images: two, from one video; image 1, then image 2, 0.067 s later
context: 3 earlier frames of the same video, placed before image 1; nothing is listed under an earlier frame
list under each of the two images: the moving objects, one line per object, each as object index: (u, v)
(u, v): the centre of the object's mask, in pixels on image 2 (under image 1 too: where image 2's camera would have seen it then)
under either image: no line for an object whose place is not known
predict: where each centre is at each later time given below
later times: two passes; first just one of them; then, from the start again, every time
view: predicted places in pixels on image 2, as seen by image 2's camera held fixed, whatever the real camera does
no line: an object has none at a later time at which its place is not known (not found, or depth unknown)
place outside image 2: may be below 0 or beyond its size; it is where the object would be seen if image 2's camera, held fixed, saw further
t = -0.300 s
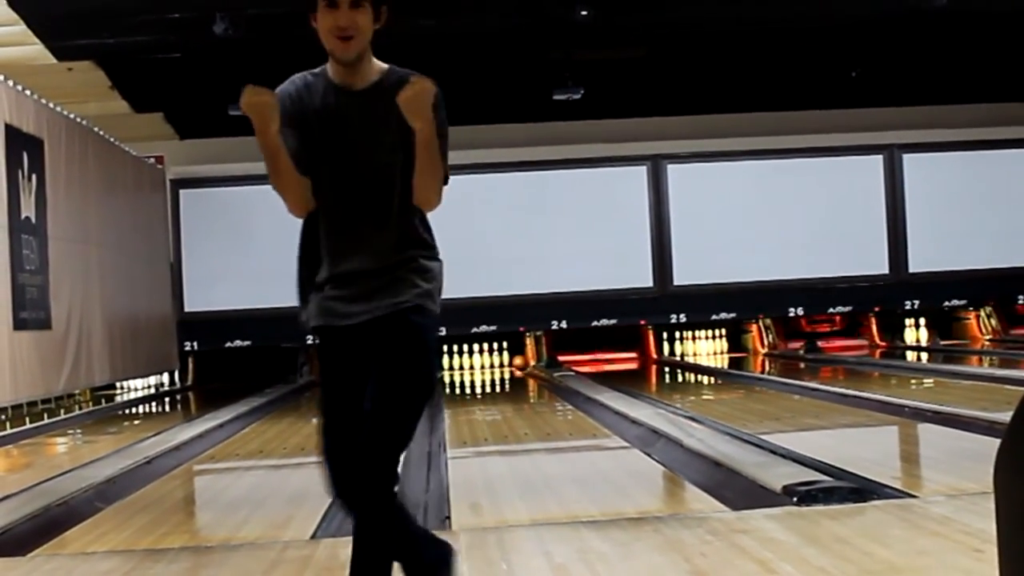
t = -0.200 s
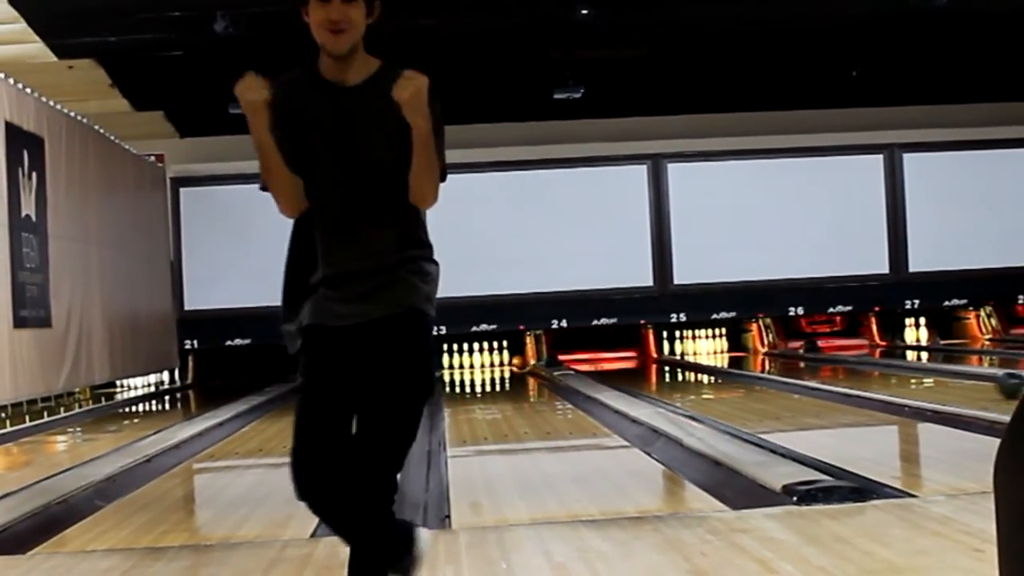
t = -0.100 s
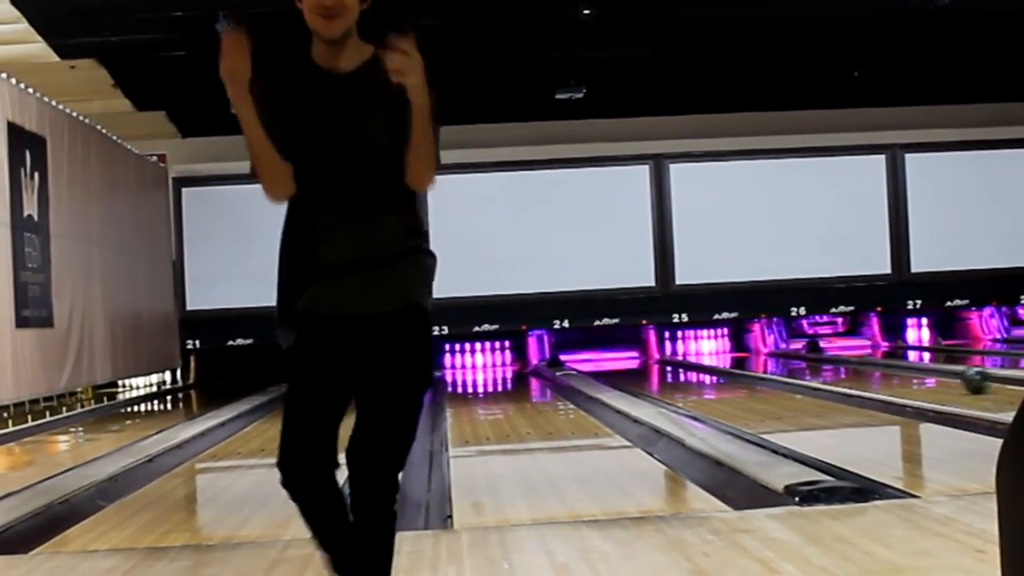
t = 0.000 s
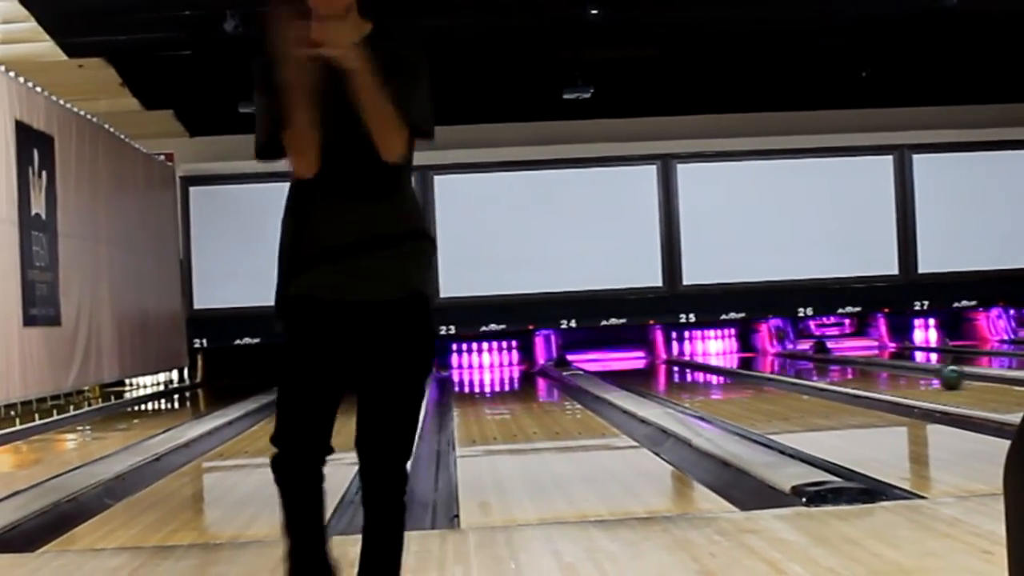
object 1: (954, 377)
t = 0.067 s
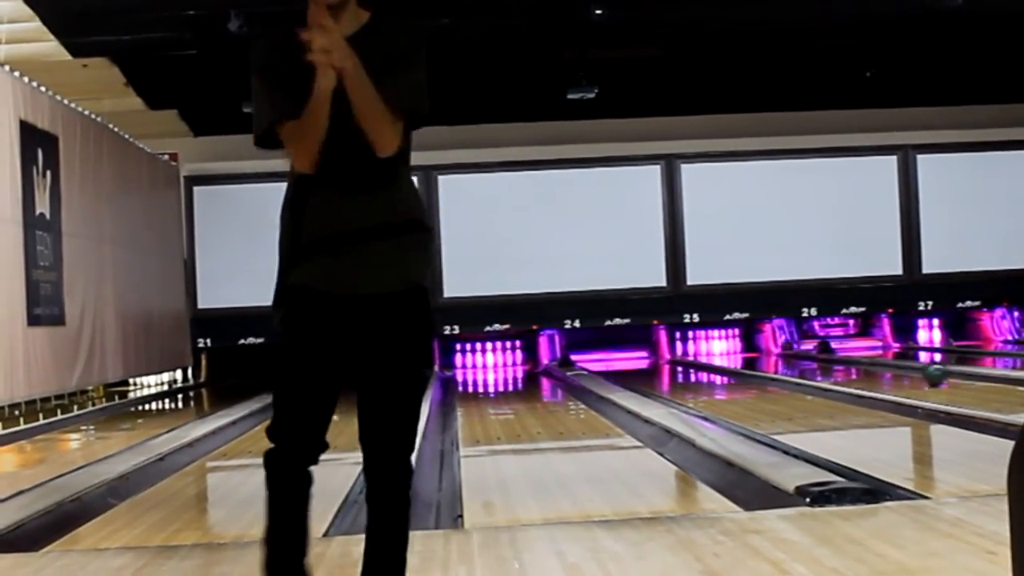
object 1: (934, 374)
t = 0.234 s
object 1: (893, 370)
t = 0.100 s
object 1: (926, 373)
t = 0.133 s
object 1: (918, 373)
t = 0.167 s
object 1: (908, 372)
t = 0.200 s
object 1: (901, 372)
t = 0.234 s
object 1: (893, 370)
